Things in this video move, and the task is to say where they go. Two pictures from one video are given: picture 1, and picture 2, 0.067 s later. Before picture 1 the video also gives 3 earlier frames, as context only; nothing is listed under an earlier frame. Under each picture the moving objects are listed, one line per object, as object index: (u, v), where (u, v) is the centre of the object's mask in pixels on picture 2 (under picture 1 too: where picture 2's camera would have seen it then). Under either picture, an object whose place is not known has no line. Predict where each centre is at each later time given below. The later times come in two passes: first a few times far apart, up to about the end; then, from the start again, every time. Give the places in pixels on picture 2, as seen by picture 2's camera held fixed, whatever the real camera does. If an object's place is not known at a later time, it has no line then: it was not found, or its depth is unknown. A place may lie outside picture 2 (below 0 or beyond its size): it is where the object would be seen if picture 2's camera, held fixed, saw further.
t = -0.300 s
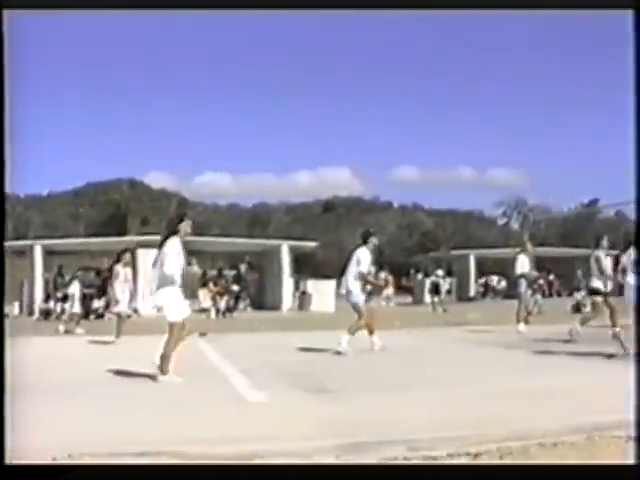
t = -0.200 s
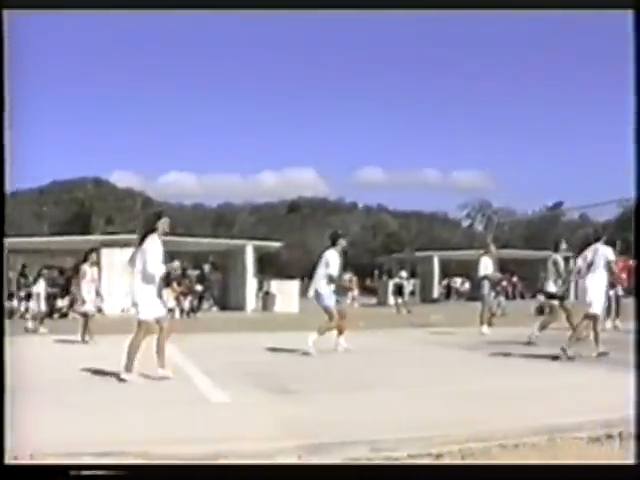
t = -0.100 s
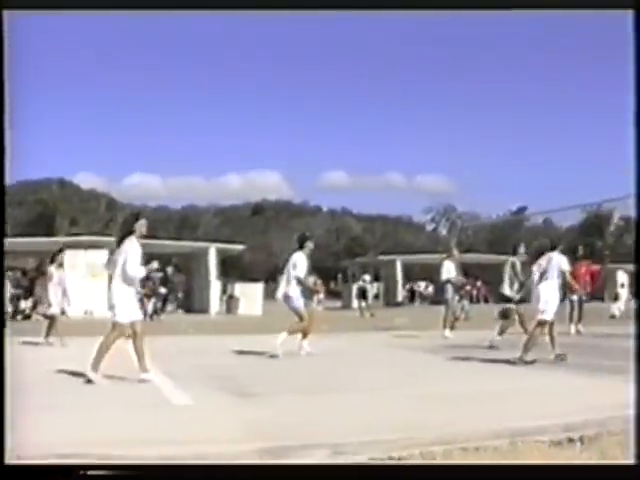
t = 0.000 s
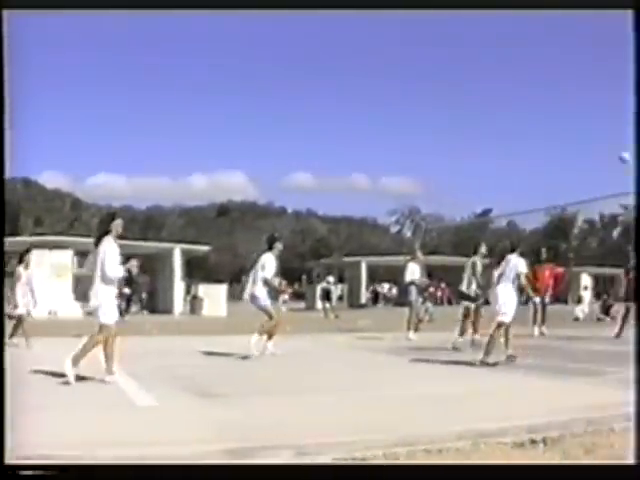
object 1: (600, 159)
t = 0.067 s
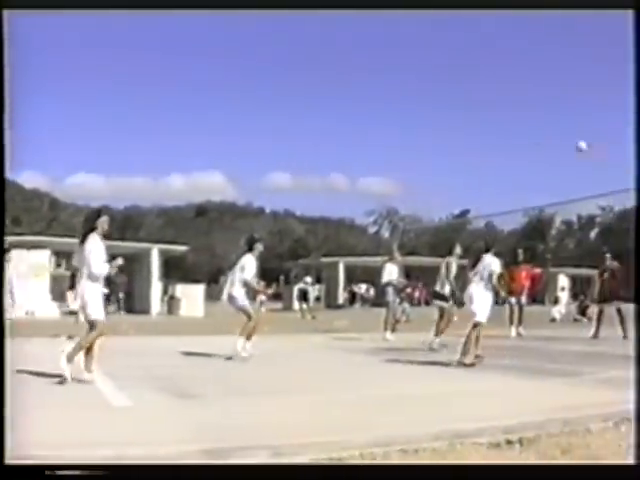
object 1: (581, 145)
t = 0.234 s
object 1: (528, 123)
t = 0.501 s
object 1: (438, 125)
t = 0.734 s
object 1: (354, 168)
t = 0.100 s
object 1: (571, 140)
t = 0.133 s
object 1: (561, 135)
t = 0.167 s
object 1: (550, 131)
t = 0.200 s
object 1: (539, 127)
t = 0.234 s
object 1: (528, 123)
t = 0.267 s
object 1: (518, 120)
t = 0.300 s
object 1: (507, 119)
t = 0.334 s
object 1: (496, 119)
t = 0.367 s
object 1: (485, 118)
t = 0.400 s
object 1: (473, 119)
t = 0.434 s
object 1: (461, 120)
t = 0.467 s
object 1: (450, 123)
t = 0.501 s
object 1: (438, 125)
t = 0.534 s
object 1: (426, 129)
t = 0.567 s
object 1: (415, 134)
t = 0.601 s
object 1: (402, 139)
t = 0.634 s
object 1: (390, 145)
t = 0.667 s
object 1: (378, 151)
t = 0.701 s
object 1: (366, 159)
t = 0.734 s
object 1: (354, 168)
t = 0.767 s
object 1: (342, 178)
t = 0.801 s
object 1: (330, 187)
